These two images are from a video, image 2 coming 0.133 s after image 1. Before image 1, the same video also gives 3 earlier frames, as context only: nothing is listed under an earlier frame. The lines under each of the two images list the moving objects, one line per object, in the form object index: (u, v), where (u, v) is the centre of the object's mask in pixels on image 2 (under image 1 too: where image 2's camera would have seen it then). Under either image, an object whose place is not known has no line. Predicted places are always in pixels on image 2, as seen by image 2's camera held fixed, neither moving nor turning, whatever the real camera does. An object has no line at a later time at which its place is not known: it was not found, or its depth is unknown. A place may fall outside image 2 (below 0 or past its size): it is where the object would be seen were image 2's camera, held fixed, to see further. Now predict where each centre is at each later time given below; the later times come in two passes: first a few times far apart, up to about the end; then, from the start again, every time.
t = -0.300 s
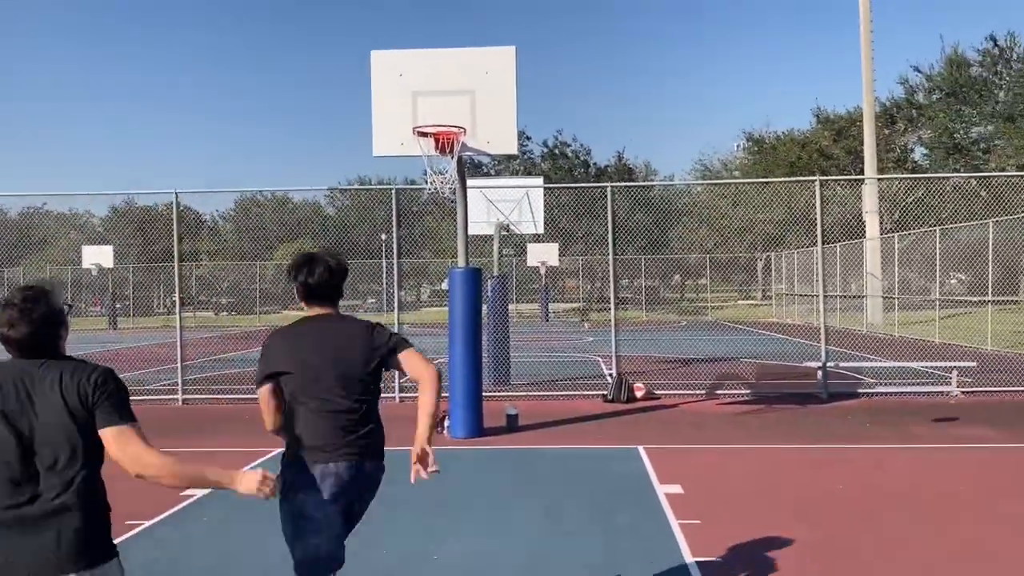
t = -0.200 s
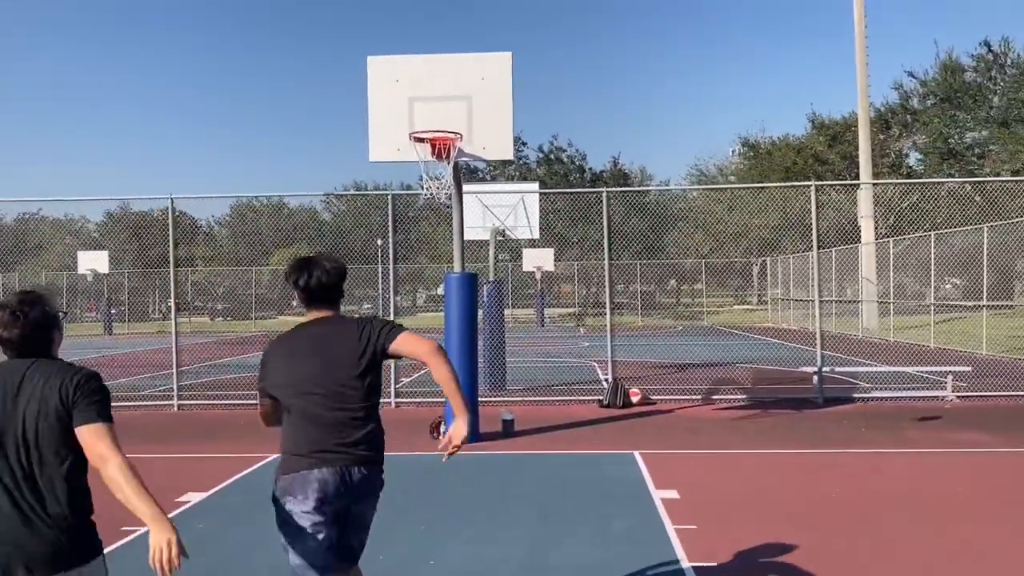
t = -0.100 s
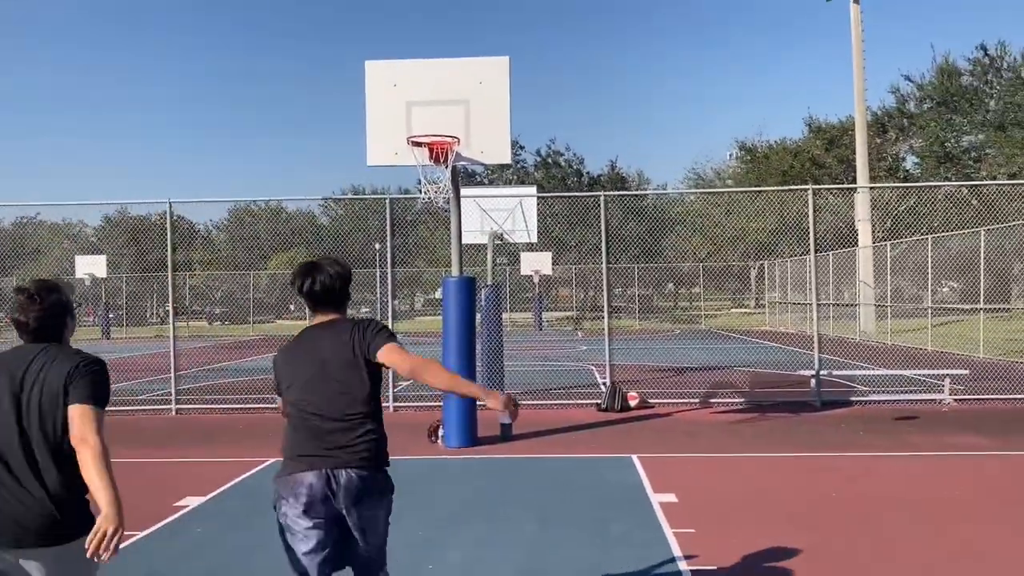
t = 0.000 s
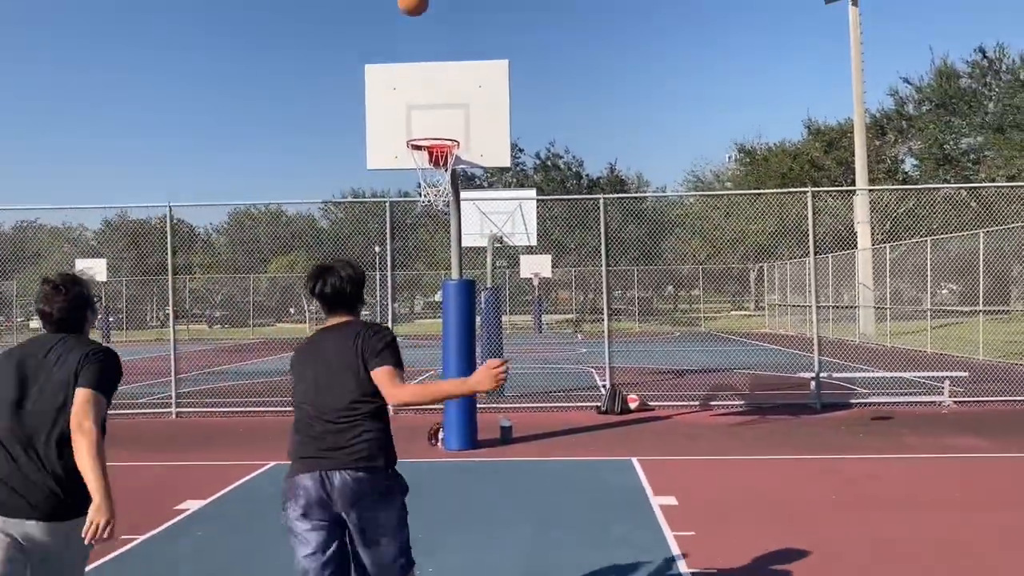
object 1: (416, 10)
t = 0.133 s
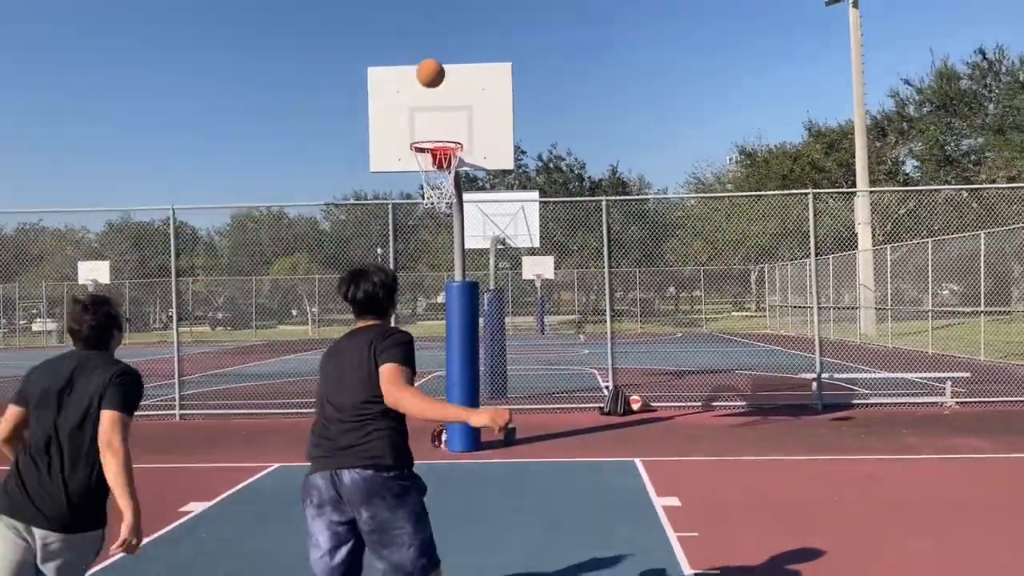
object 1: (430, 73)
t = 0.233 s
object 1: (441, 131)
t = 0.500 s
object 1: (503, 193)
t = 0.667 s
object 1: (557, 289)
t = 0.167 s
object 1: (434, 92)
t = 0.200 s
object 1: (437, 112)
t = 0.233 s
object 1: (441, 131)
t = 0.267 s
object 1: (445, 139)
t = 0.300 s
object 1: (453, 142)
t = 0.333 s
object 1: (461, 147)
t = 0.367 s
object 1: (467, 153)
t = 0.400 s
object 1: (476, 160)
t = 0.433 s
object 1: (484, 169)
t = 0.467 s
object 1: (493, 180)
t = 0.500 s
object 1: (503, 193)
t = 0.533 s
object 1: (513, 208)
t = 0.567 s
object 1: (523, 225)
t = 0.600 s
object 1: (534, 244)
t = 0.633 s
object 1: (545, 265)
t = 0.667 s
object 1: (557, 289)
